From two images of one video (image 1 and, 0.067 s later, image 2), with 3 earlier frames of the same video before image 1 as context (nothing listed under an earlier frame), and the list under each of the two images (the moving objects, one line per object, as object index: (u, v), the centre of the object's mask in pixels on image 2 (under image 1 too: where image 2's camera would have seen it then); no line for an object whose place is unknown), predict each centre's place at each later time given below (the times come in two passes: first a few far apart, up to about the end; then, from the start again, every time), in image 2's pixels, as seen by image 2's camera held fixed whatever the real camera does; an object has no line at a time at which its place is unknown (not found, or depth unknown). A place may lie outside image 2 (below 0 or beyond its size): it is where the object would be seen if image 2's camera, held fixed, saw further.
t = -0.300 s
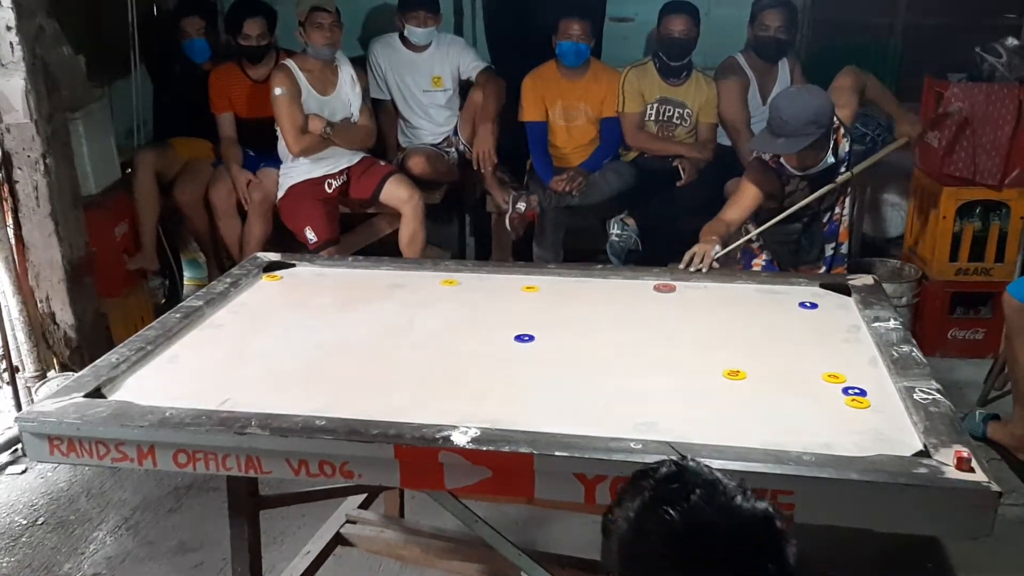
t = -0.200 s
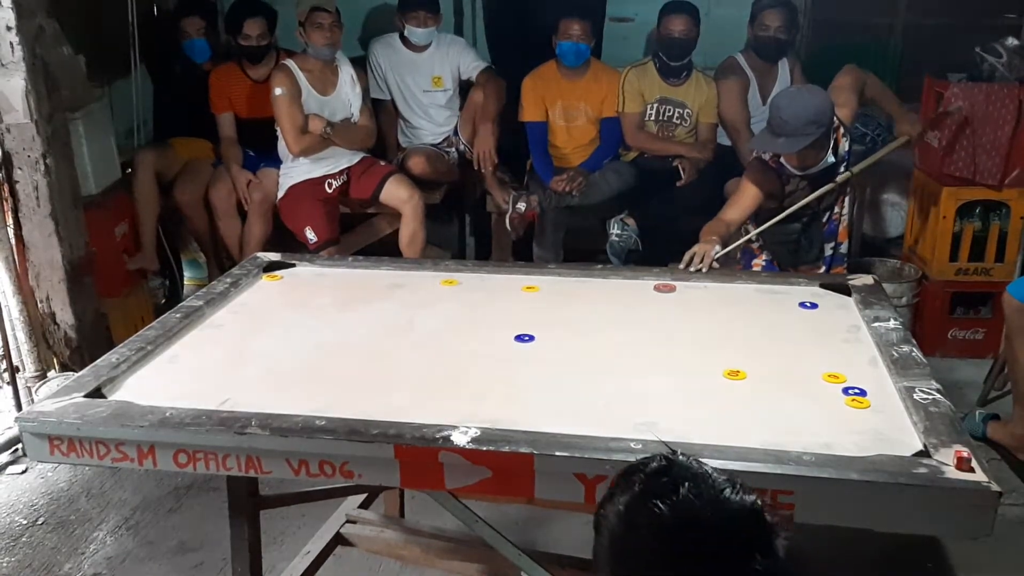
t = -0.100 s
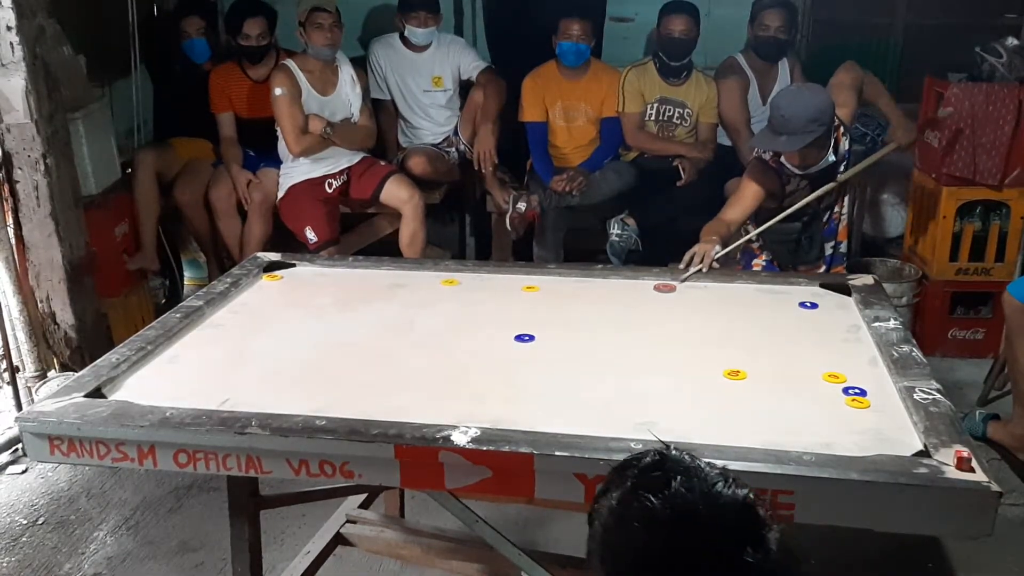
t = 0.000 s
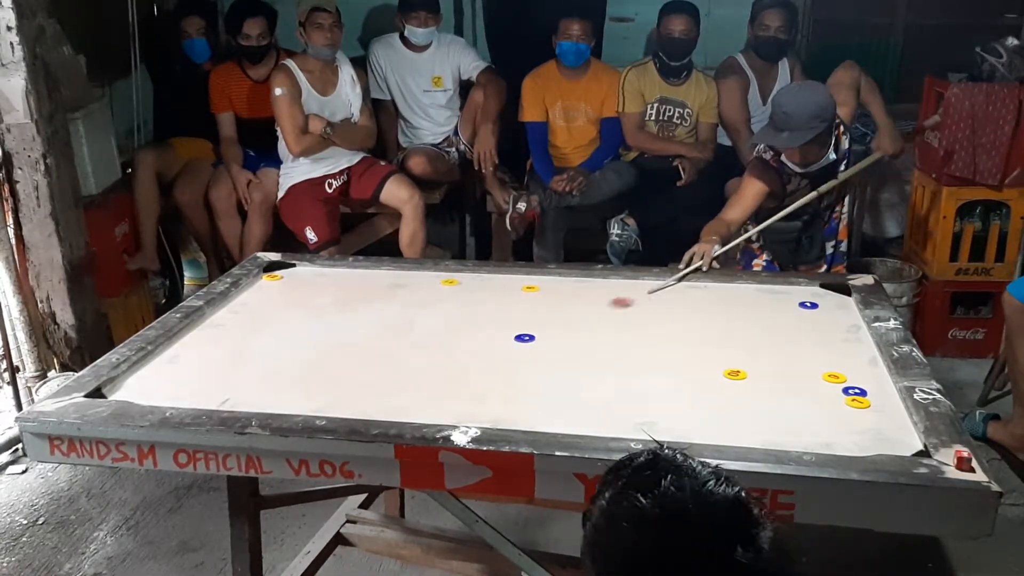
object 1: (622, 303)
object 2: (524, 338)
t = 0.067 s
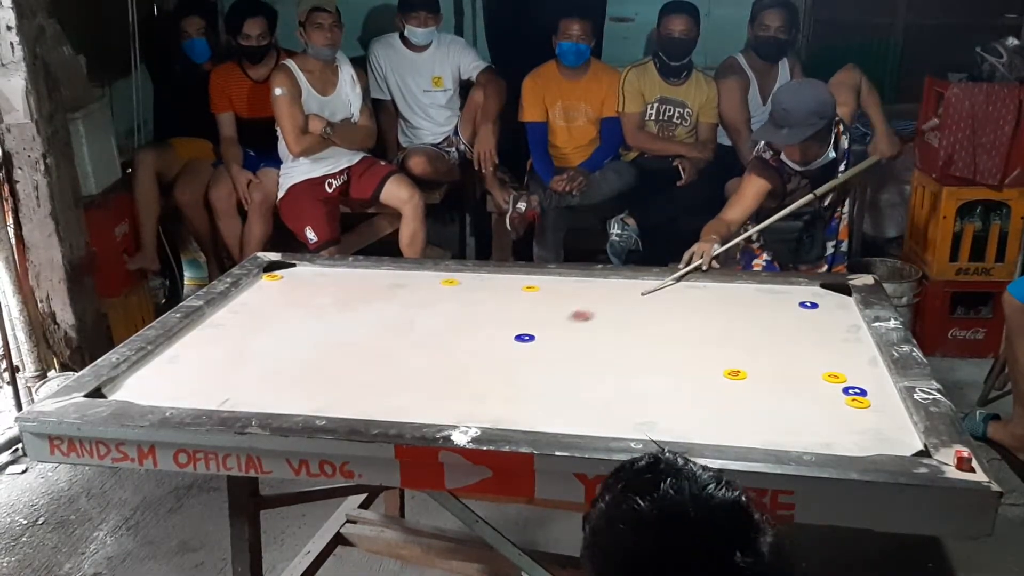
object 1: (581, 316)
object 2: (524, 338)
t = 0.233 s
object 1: (498, 340)
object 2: (442, 377)
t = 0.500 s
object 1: (391, 365)
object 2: (321, 348)
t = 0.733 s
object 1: (297, 385)
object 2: (288, 289)
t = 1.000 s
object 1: (198, 402)
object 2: (348, 271)
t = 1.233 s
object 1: (171, 390)
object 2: (385, 281)
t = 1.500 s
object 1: (148, 378)
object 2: (419, 290)
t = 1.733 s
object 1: (146, 371)
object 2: (442, 296)
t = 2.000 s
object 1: (157, 366)
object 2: (460, 302)
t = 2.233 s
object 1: (156, 366)
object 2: (468, 305)
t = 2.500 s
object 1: (156, 366)
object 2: (472, 306)
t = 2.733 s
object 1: (157, 366)
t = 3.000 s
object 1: (156, 365)
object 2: (469, 305)
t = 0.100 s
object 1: (560, 323)
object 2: (524, 338)
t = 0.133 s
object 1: (539, 330)
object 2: (524, 338)
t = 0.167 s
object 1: (525, 333)
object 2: (498, 350)
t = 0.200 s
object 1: (511, 337)
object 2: (471, 363)
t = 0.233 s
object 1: (498, 340)
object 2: (442, 377)
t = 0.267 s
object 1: (485, 343)
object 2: (410, 392)
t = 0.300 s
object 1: (471, 346)
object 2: (376, 409)
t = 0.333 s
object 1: (458, 349)
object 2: (355, 408)
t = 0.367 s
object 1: (444, 353)
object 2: (347, 394)
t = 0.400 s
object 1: (431, 356)
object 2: (340, 382)
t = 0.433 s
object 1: (418, 359)
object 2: (334, 370)
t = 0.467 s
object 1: (404, 362)
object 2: (327, 358)
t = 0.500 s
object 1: (391, 365)
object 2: (321, 348)
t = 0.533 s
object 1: (378, 368)
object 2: (316, 338)
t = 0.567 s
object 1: (364, 371)
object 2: (311, 328)
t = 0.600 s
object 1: (351, 374)
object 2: (306, 319)
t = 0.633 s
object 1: (337, 377)
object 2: (301, 311)
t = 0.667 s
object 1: (324, 380)
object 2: (297, 303)
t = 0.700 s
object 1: (310, 383)
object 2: (292, 296)
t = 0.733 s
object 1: (297, 385)
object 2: (288, 289)
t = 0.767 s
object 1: (284, 388)
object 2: (284, 282)
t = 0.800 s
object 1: (272, 391)
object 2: (289, 279)
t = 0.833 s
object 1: (258, 393)
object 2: (298, 276)
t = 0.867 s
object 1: (245, 396)
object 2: (308, 275)
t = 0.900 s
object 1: (233, 398)
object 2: (320, 273)
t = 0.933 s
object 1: (220, 401)
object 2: (331, 272)
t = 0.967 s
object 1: (208, 402)
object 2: (340, 270)
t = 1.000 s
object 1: (198, 402)
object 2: (348, 271)
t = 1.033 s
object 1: (194, 401)
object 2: (354, 273)
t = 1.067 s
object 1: (190, 399)
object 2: (359, 274)
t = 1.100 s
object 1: (186, 398)
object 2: (364, 276)
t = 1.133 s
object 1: (183, 396)
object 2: (370, 277)
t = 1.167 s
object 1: (179, 394)
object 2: (375, 278)
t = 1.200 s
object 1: (175, 392)
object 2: (380, 280)
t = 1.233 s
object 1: (171, 390)
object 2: (385, 281)
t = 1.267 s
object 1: (168, 389)
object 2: (390, 282)
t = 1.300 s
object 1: (165, 387)
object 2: (395, 284)
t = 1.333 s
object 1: (162, 385)
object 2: (399, 285)
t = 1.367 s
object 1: (159, 384)
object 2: (403, 286)
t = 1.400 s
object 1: (156, 382)
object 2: (408, 287)
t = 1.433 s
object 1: (153, 381)
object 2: (412, 288)
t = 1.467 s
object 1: (151, 379)
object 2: (416, 289)
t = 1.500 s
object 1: (148, 378)
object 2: (419, 290)
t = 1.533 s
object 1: (146, 377)
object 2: (423, 291)
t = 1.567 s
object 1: (144, 376)
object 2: (426, 292)
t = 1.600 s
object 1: (141, 375)
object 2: (430, 293)
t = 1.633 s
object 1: (140, 374)
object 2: (433, 294)
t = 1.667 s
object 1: (140, 373)
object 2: (436, 295)
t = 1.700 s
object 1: (143, 372)
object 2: (439, 296)
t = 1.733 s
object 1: (146, 371)
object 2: (442, 296)
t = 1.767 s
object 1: (148, 371)
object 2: (445, 297)
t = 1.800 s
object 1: (150, 369)
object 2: (448, 298)
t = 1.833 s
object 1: (152, 369)
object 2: (451, 299)
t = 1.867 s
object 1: (154, 368)
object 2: (453, 299)
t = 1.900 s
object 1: (155, 368)
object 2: (455, 300)
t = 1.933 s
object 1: (156, 367)
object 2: (456, 301)
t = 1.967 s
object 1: (156, 367)
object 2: (458, 301)
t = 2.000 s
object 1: (157, 366)
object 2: (460, 302)
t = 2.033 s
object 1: (156, 366)
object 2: (461, 303)
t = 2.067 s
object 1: (156, 366)
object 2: (463, 303)
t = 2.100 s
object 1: (156, 366)
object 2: (464, 303)
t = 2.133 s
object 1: (156, 366)
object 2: (465, 304)
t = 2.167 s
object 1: (156, 366)
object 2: (466, 304)
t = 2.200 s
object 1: (156, 366)
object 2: (467, 304)
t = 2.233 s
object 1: (156, 366)
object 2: (468, 305)
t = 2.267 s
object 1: (156, 366)
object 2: (468, 305)
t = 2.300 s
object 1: (156, 366)
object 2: (469, 305)
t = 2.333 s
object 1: (156, 366)
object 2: (470, 305)
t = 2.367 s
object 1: (156, 366)
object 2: (470, 305)
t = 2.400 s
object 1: (156, 366)
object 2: (471, 306)
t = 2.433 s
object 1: (157, 366)
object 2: (471, 306)
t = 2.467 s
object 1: (156, 366)
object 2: (472, 306)
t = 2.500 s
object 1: (156, 366)
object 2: (472, 306)
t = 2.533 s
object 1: (157, 365)
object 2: (472, 306)
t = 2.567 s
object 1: (157, 365)
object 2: (472, 306)
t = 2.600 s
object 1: (157, 365)
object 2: (472, 306)
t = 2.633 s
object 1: (157, 365)
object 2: (472, 306)
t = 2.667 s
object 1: (157, 365)
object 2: (472, 306)
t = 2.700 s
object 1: (157, 366)
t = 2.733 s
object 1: (157, 366)
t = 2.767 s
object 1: (157, 365)
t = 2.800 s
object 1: (157, 365)
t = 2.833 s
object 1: (157, 365)
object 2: (473, 306)
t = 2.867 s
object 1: (157, 365)
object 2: (472, 306)
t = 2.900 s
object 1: (157, 365)
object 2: (472, 306)
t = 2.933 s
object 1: (157, 366)
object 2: (472, 306)
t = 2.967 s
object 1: (157, 365)
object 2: (472, 306)
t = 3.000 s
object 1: (156, 365)
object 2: (469, 305)
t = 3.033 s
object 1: (157, 365)
